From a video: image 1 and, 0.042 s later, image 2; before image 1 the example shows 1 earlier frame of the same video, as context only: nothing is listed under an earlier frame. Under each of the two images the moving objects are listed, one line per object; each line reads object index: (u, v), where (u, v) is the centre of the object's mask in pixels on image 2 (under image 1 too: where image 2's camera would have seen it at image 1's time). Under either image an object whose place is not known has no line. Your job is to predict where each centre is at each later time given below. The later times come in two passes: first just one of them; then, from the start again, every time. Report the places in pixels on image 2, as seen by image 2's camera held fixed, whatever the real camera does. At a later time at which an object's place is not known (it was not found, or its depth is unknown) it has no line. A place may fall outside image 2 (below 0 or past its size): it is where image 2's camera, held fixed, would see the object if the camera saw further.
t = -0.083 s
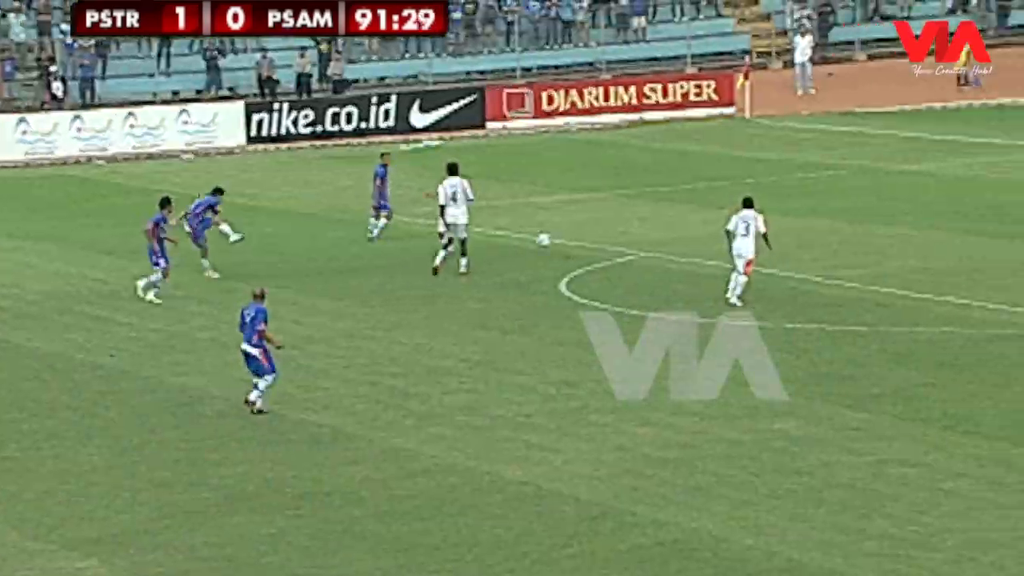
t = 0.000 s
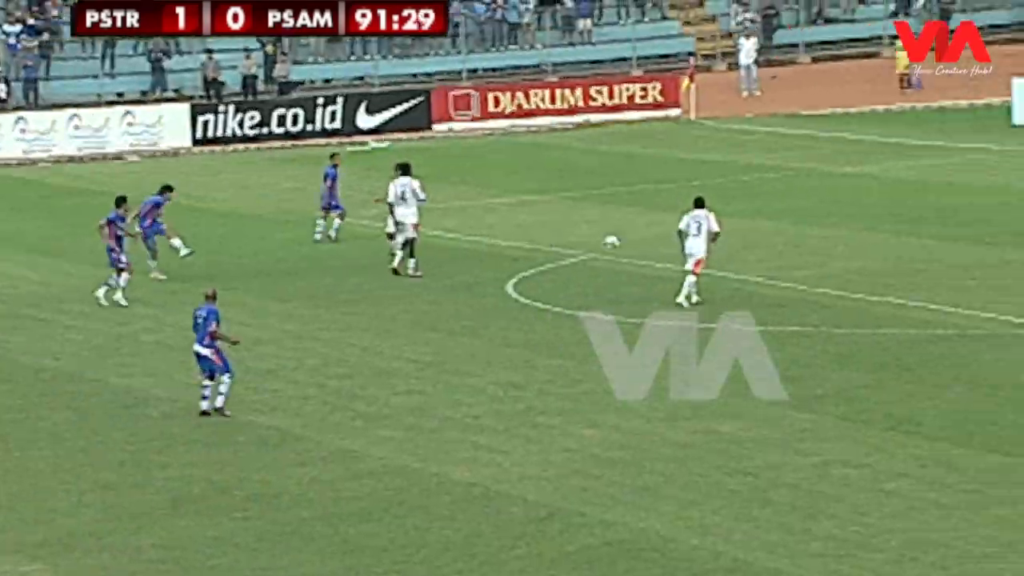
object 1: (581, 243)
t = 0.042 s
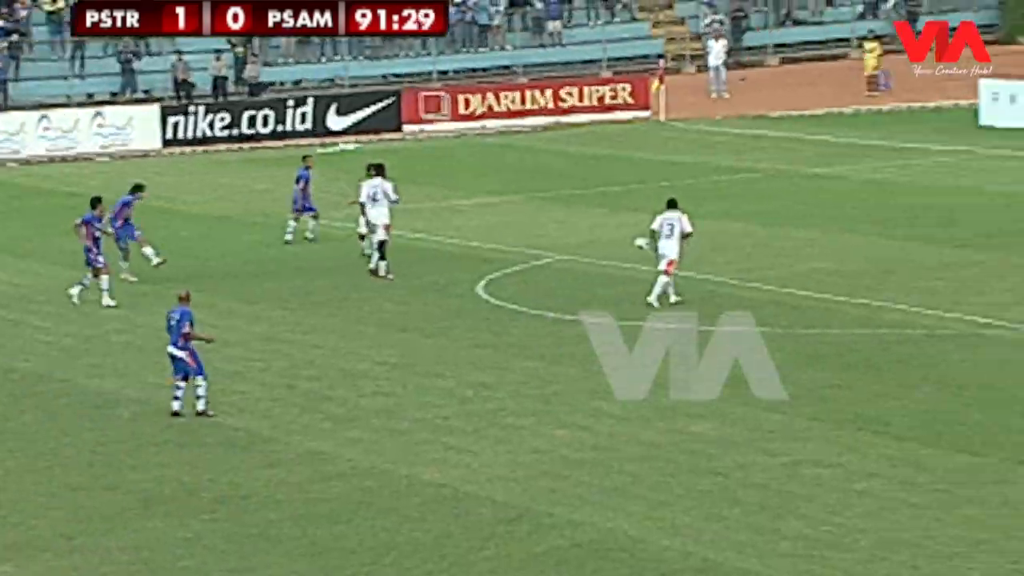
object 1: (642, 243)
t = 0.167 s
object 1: (817, 248)
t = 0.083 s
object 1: (701, 245)
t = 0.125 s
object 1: (760, 248)
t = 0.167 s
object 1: (817, 248)
